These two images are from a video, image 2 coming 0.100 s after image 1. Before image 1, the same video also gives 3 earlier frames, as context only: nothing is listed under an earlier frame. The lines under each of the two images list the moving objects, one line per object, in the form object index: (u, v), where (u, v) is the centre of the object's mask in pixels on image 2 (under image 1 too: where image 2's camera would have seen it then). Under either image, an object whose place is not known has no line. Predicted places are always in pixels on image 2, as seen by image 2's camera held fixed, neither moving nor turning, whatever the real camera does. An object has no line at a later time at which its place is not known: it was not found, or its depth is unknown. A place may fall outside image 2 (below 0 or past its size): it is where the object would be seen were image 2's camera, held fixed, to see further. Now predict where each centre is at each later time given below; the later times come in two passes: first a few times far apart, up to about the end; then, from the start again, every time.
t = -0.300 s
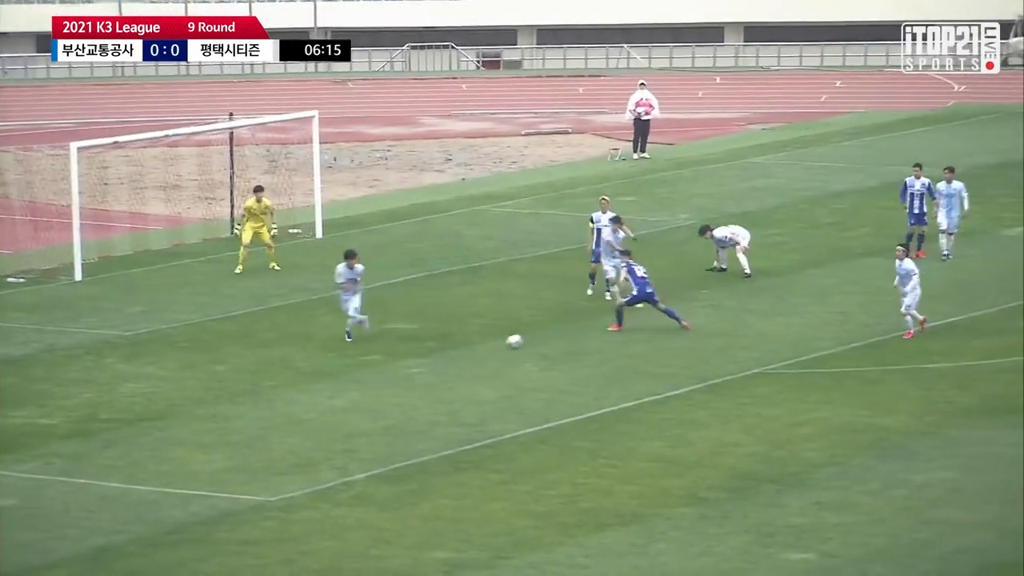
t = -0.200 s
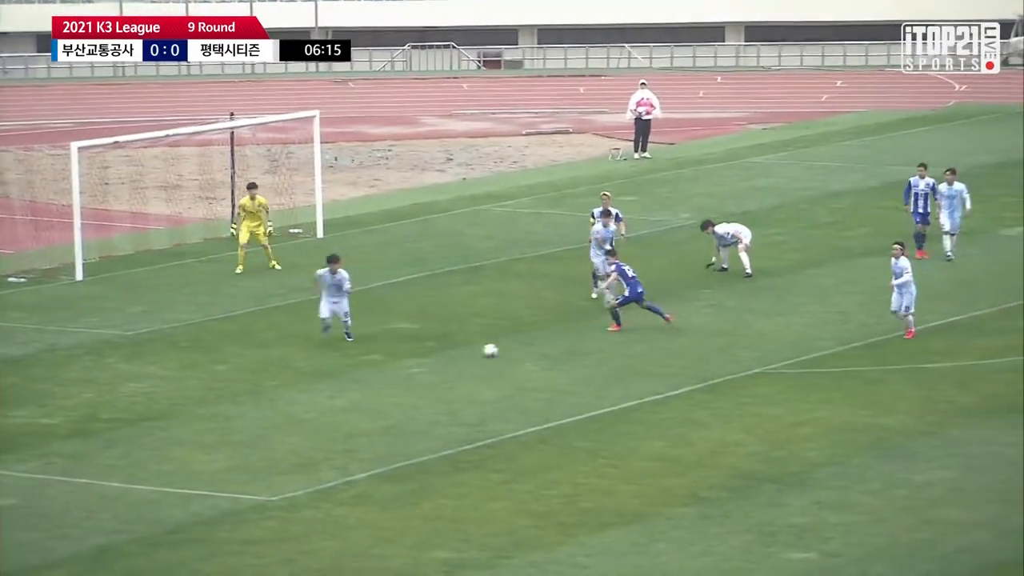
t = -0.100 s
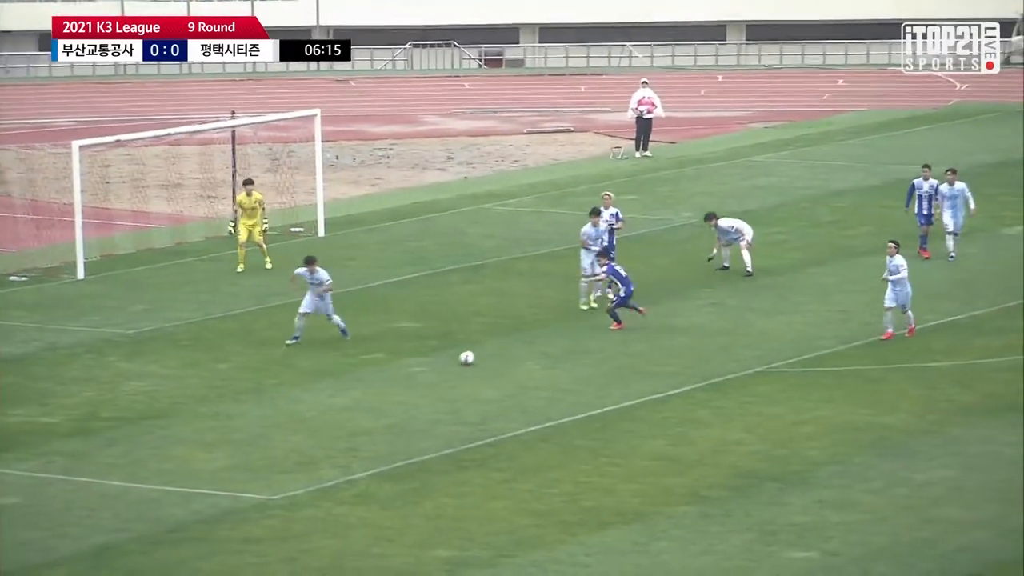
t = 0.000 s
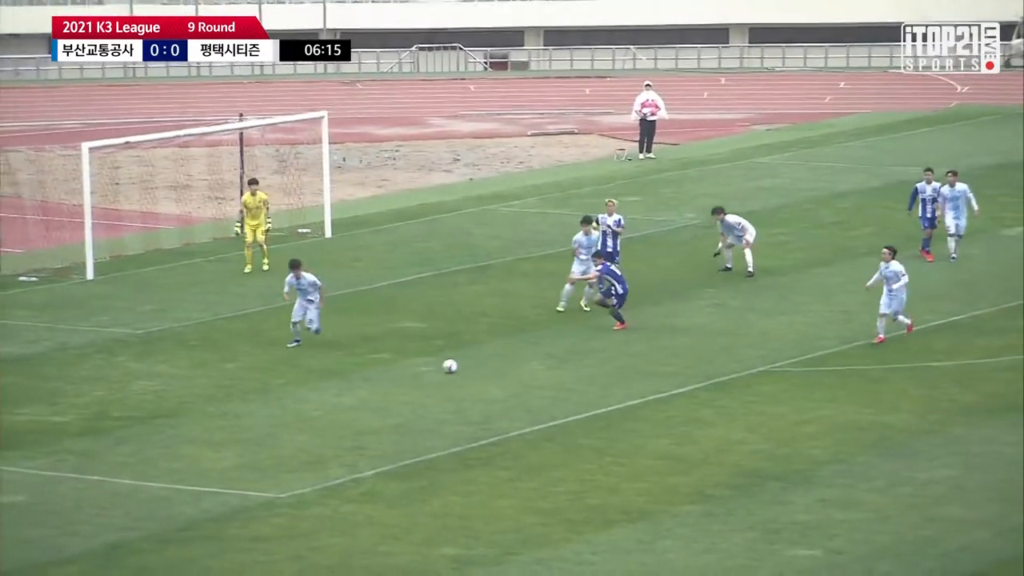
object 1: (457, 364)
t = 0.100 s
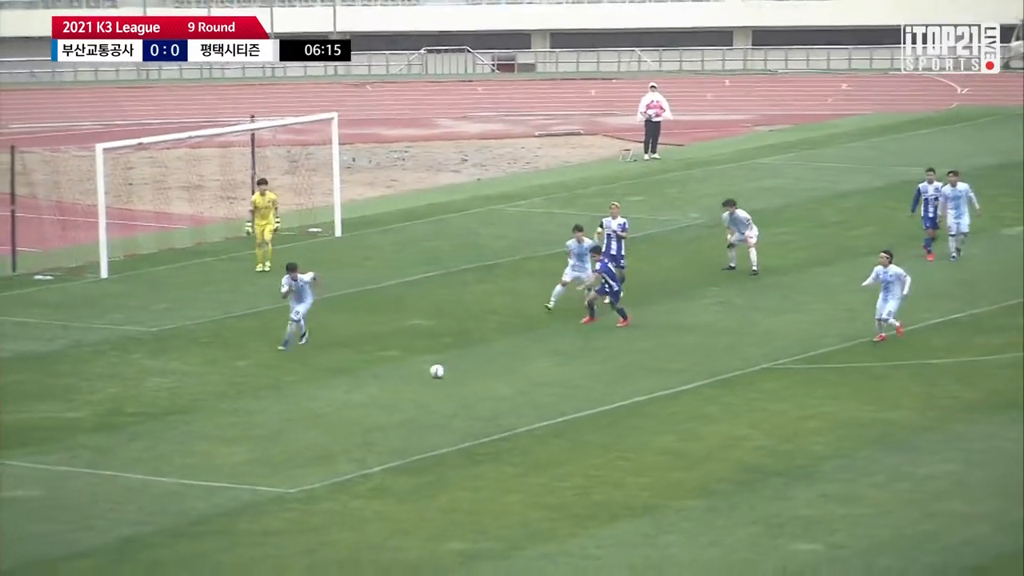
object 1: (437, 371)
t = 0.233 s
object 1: (411, 382)
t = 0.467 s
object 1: (370, 398)
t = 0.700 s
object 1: (334, 412)
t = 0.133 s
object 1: (430, 374)
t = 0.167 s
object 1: (424, 376)
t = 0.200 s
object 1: (418, 379)
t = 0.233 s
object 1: (411, 382)
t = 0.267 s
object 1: (405, 384)
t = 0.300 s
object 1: (399, 386)
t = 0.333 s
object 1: (393, 389)
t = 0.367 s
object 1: (387, 391)
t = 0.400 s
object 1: (382, 393)
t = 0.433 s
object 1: (376, 395)
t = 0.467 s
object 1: (370, 398)
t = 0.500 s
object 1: (365, 401)
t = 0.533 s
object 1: (359, 402)
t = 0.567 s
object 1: (354, 404)
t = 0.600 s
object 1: (349, 406)
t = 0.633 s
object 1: (344, 408)
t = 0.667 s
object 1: (339, 410)
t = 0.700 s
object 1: (334, 412)
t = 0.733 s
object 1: (330, 414)
